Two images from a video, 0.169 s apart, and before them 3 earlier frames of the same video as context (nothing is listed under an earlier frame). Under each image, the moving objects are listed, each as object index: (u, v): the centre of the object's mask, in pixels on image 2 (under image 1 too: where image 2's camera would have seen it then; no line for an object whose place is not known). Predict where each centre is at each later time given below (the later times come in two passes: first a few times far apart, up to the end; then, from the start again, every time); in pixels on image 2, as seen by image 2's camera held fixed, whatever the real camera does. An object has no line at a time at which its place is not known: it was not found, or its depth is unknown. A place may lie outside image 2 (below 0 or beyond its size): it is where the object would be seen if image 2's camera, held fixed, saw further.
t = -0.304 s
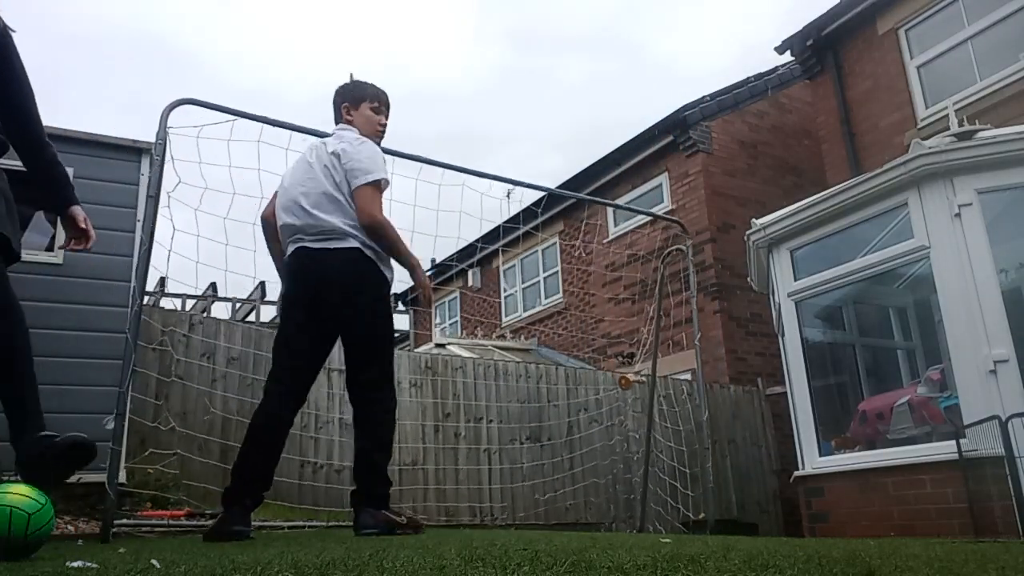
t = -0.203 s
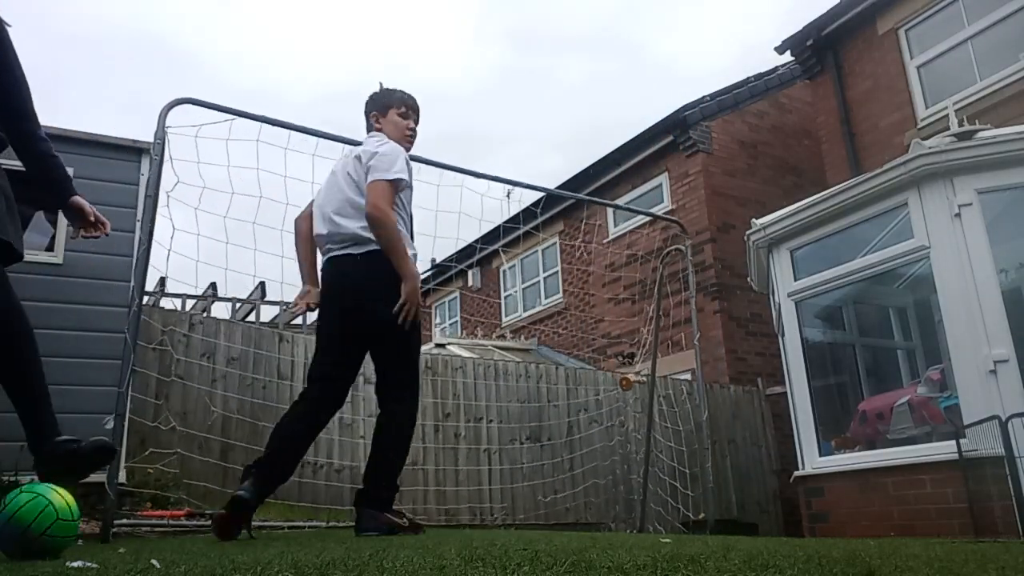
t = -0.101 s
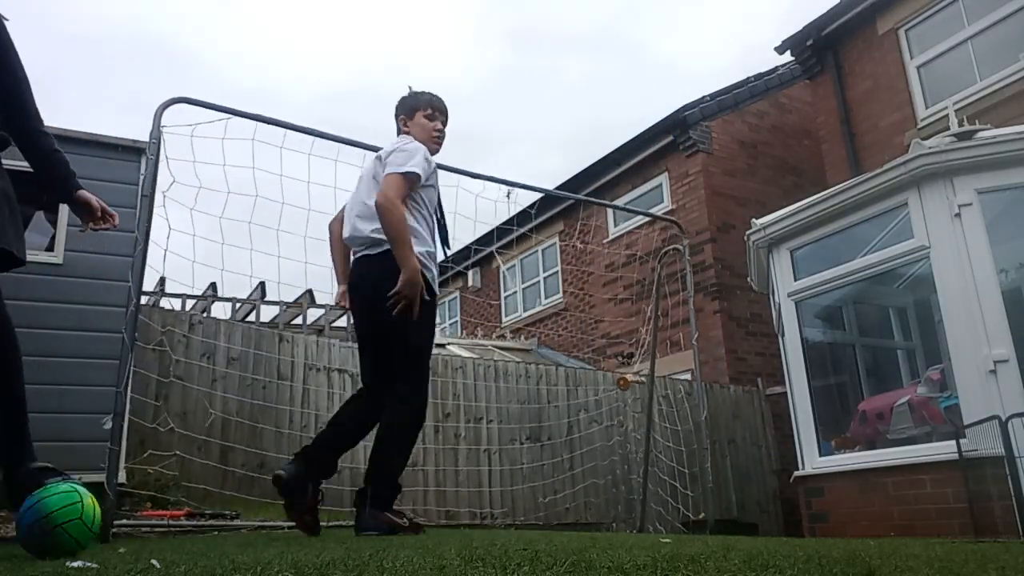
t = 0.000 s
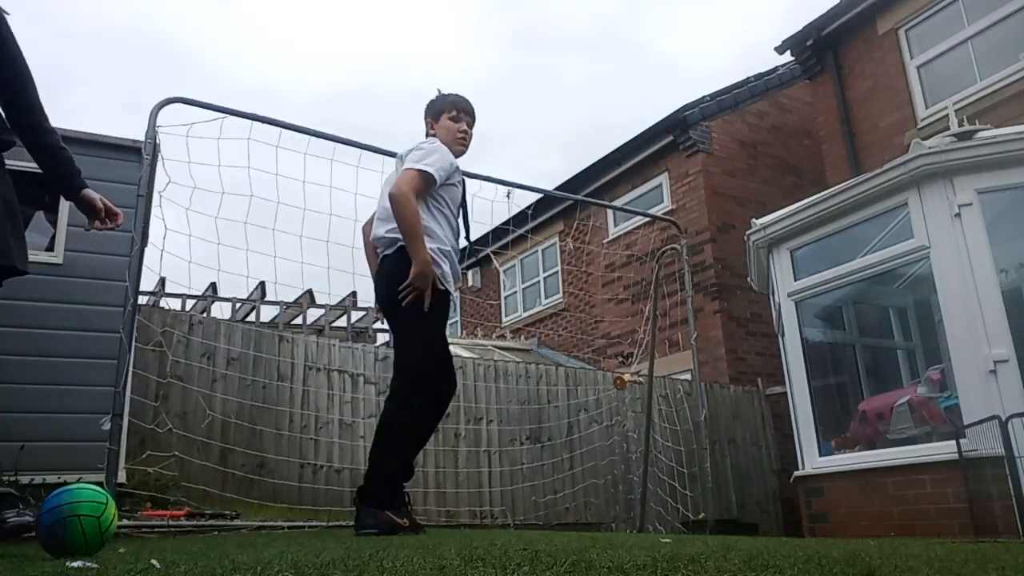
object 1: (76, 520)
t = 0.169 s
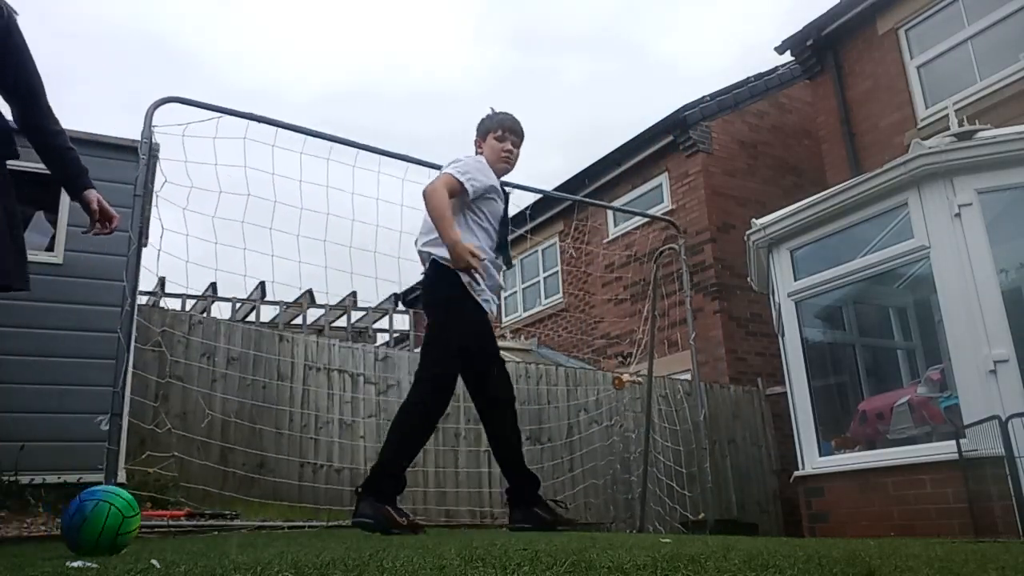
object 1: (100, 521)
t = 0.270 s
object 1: (112, 521)
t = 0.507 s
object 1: (135, 521)
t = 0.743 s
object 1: (140, 521)
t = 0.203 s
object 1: (105, 521)
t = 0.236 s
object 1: (109, 521)
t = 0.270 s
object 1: (112, 521)
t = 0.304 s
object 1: (116, 521)
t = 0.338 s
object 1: (119, 521)
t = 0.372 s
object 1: (123, 521)
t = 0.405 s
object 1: (126, 521)
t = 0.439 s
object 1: (130, 522)
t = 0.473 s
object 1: (133, 521)
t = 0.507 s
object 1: (135, 521)
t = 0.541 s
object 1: (137, 521)
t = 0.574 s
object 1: (138, 521)
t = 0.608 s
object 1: (139, 521)
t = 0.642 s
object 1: (139, 521)
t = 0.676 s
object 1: (140, 521)
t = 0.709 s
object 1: (140, 521)
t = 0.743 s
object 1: (140, 521)
